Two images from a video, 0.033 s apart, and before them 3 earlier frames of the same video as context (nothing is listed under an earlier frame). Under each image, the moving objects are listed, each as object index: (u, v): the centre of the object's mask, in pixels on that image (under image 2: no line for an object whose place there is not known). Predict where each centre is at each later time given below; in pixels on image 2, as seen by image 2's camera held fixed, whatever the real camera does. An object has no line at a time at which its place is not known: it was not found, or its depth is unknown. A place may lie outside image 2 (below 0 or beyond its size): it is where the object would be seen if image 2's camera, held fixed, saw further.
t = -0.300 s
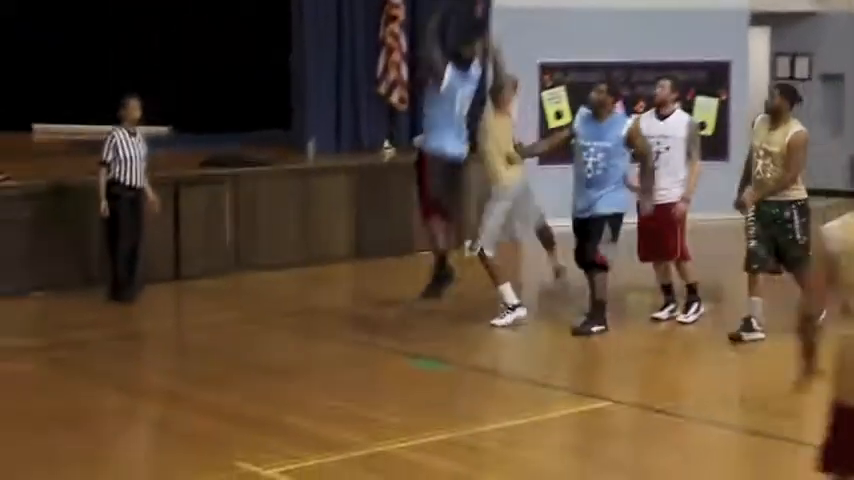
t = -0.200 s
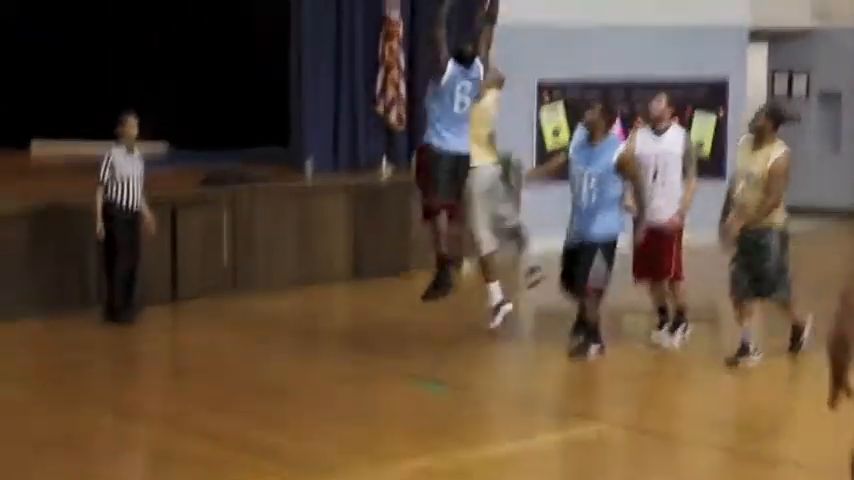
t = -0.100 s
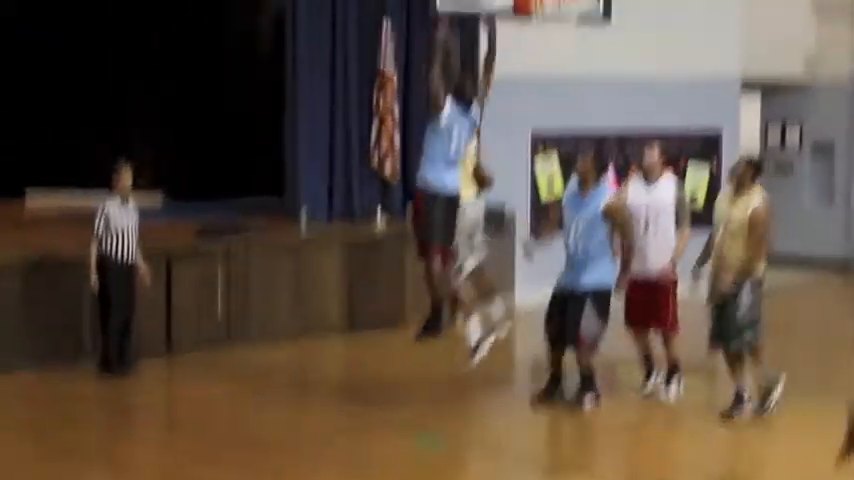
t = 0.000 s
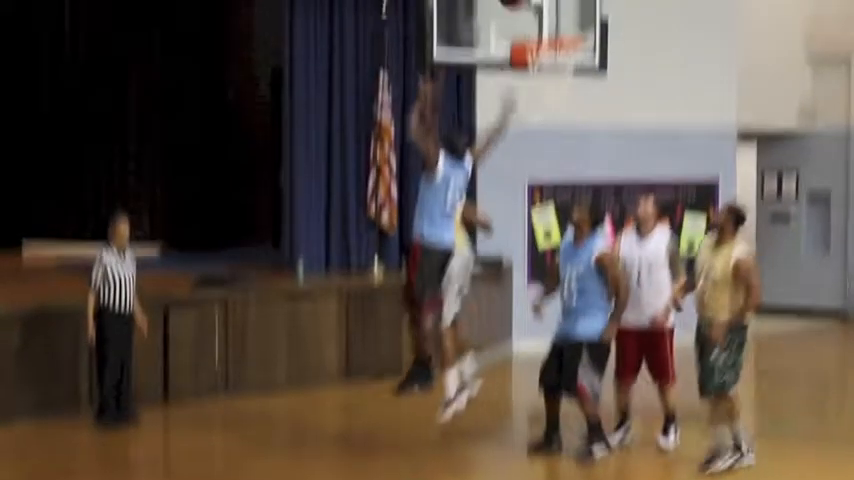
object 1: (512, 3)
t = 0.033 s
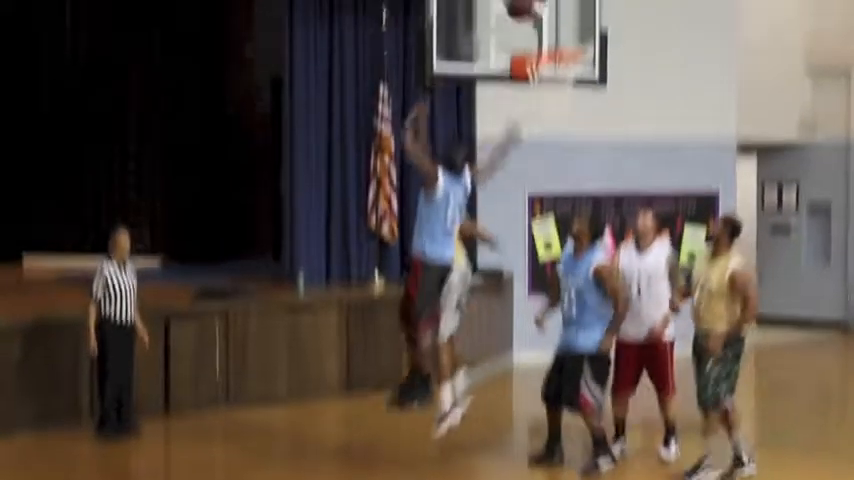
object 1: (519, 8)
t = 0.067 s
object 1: (528, 7)
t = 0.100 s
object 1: (535, 7)
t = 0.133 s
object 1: (542, 9)
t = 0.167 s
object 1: (550, 15)
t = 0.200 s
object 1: (558, 21)
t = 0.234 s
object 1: (567, 29)
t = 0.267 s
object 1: (574, 36)
